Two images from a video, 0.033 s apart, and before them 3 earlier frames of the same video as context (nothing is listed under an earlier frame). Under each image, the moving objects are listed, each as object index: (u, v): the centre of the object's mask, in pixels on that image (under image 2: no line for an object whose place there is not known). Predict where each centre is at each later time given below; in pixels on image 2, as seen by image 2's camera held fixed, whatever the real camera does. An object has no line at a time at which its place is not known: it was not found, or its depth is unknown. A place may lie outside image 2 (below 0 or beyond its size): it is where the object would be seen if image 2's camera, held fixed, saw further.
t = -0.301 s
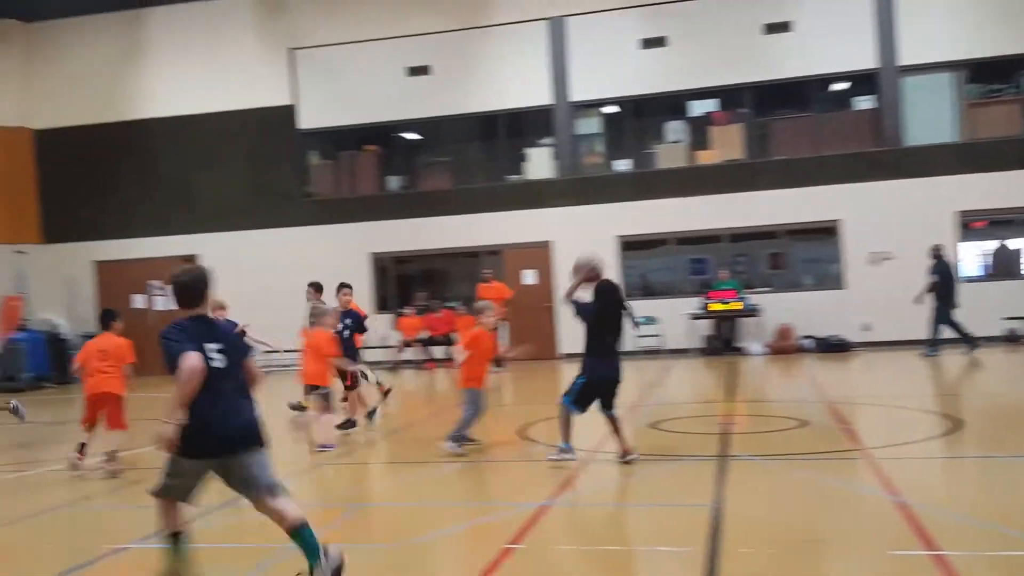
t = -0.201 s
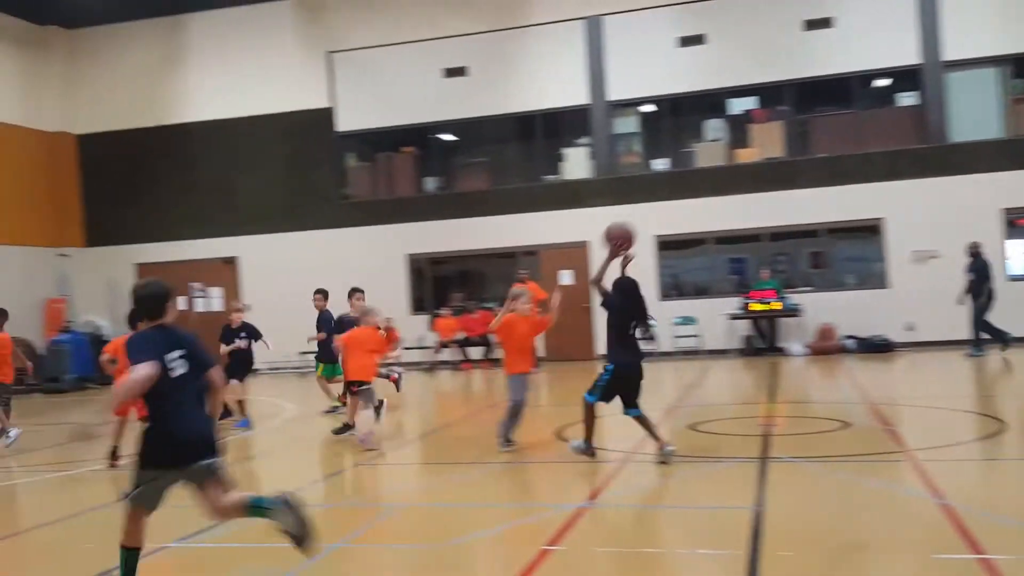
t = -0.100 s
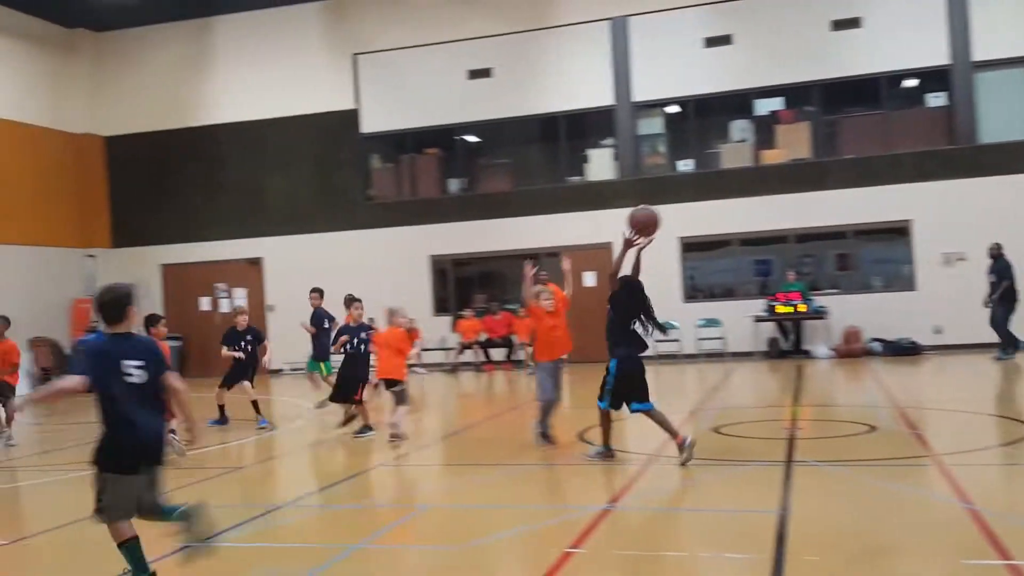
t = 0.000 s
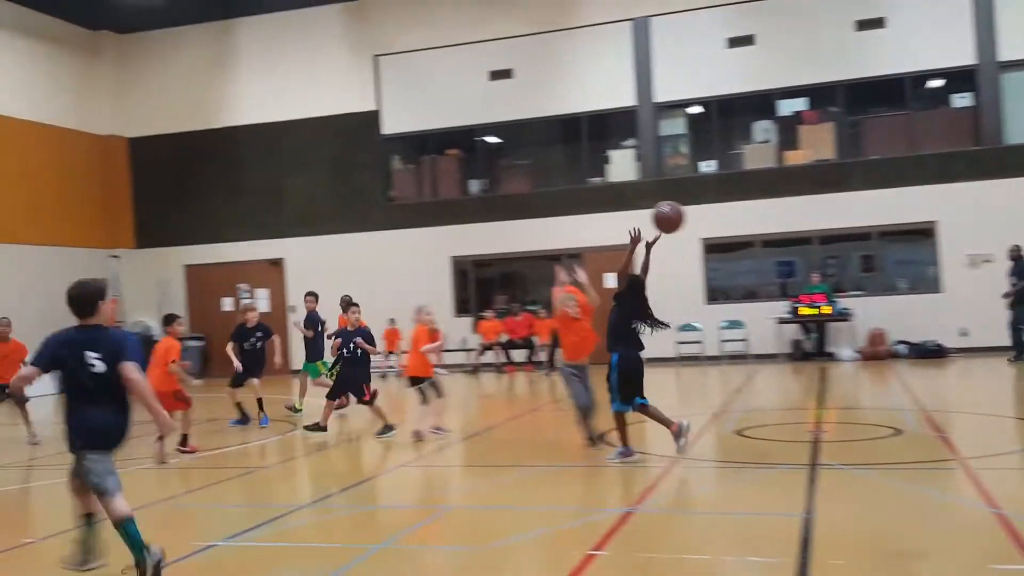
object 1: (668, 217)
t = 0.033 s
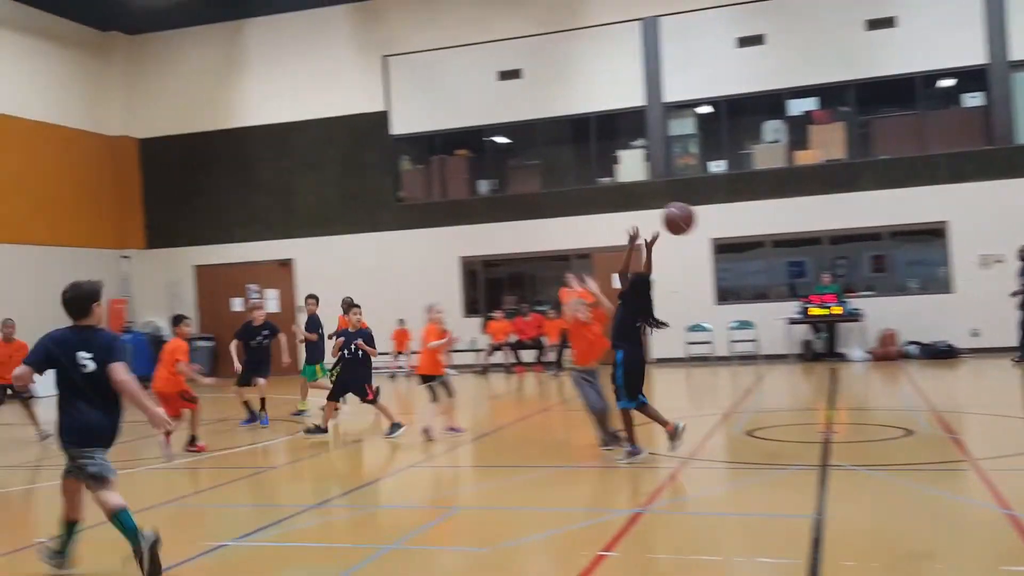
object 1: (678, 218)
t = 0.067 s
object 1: (676, 222)
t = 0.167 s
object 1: (670, 240)
